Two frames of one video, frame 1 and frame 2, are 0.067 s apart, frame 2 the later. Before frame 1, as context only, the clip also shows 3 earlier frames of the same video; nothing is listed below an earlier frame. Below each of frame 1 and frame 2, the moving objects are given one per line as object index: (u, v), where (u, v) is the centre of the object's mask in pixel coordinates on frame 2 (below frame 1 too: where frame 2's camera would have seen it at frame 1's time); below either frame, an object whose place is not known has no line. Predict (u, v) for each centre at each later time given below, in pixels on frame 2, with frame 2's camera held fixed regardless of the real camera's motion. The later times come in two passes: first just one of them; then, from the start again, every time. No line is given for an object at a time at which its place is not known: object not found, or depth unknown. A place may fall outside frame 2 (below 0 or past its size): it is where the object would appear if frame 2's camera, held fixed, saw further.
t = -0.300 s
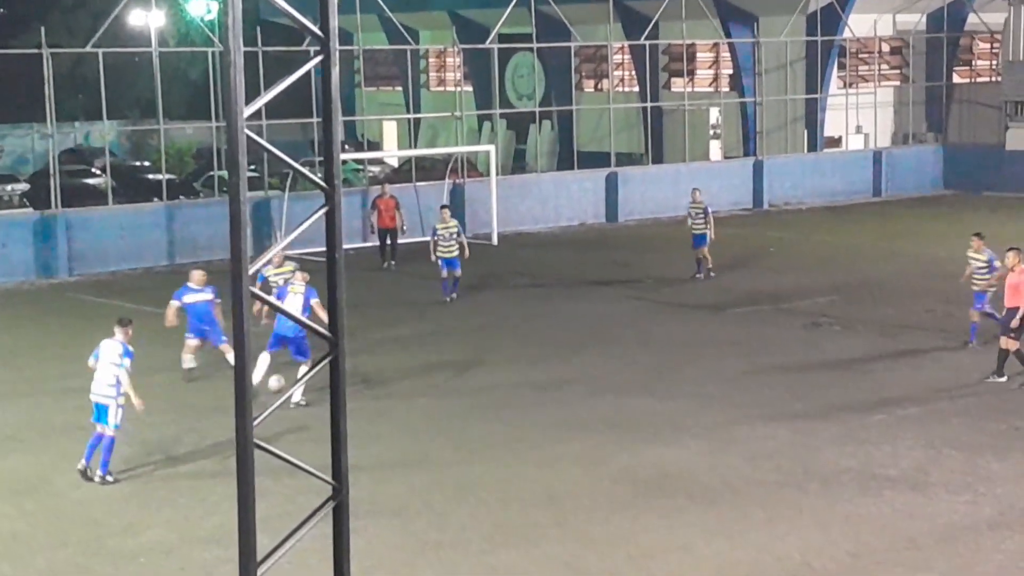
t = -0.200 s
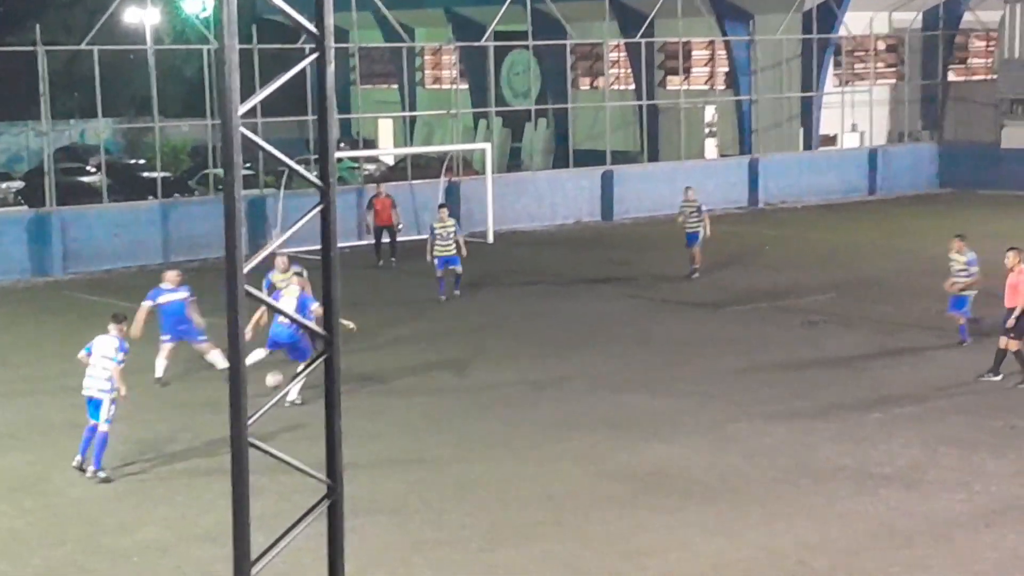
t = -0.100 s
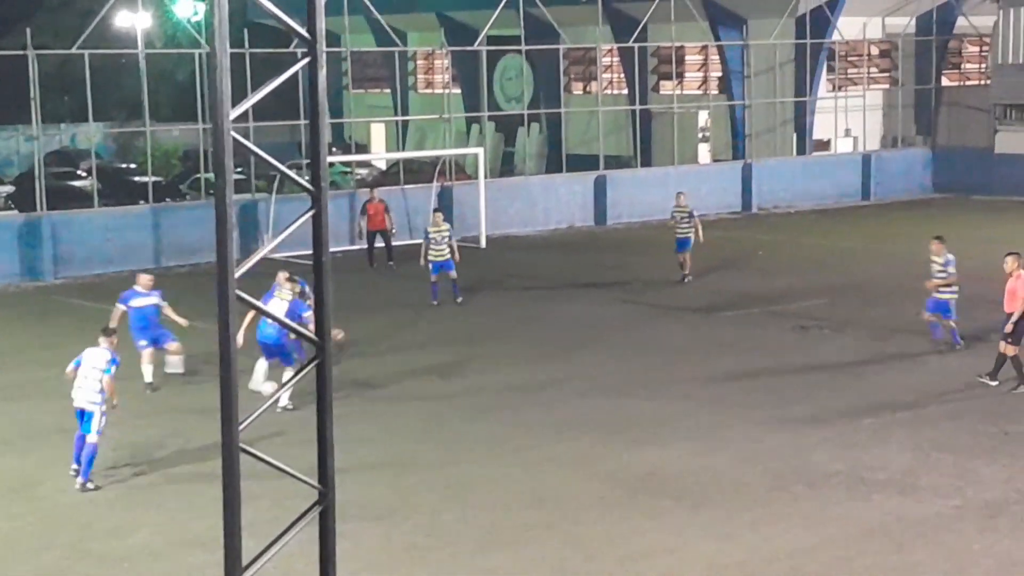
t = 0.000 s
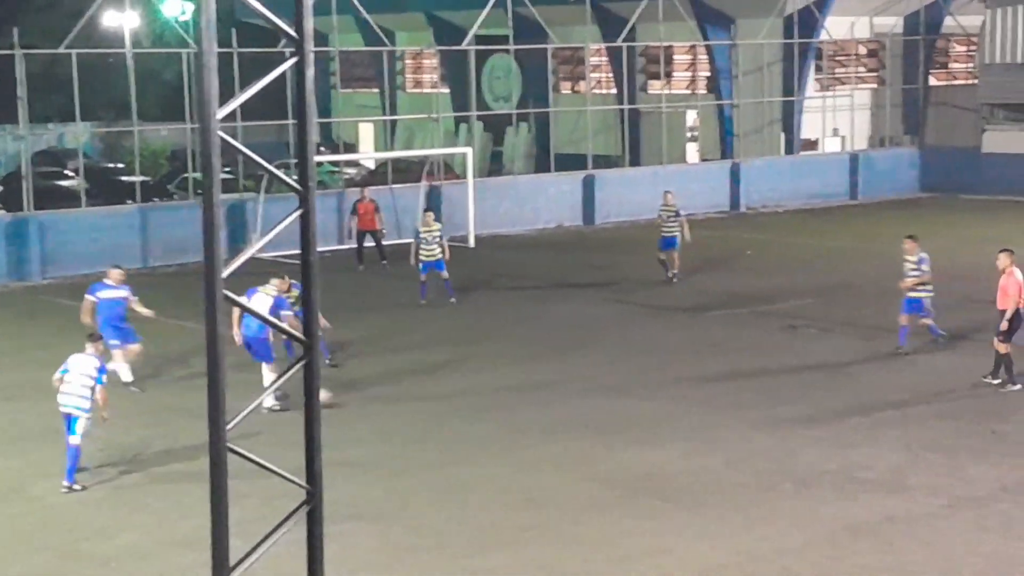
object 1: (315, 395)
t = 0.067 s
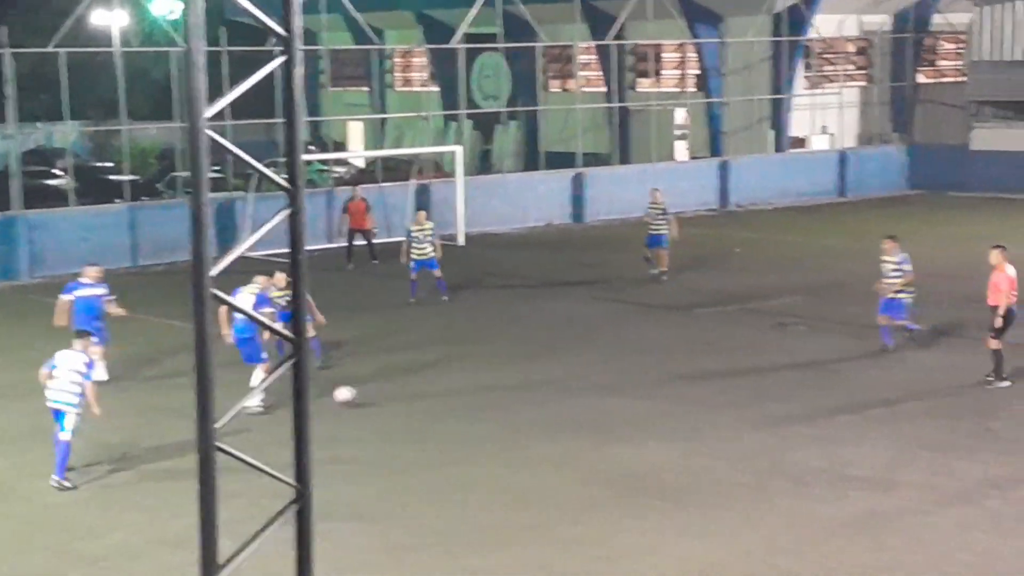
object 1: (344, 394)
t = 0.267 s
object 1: (454, 404)
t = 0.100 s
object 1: (363, 395)
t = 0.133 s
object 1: (382, 396)
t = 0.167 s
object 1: (402, 399)
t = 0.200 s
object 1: (420, 402)
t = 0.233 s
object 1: (438, 405)
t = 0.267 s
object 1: (454, 404)
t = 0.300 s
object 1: (470, 402)
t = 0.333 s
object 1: (484, 402)
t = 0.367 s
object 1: (499, 402)
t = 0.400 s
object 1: (509, 403)
